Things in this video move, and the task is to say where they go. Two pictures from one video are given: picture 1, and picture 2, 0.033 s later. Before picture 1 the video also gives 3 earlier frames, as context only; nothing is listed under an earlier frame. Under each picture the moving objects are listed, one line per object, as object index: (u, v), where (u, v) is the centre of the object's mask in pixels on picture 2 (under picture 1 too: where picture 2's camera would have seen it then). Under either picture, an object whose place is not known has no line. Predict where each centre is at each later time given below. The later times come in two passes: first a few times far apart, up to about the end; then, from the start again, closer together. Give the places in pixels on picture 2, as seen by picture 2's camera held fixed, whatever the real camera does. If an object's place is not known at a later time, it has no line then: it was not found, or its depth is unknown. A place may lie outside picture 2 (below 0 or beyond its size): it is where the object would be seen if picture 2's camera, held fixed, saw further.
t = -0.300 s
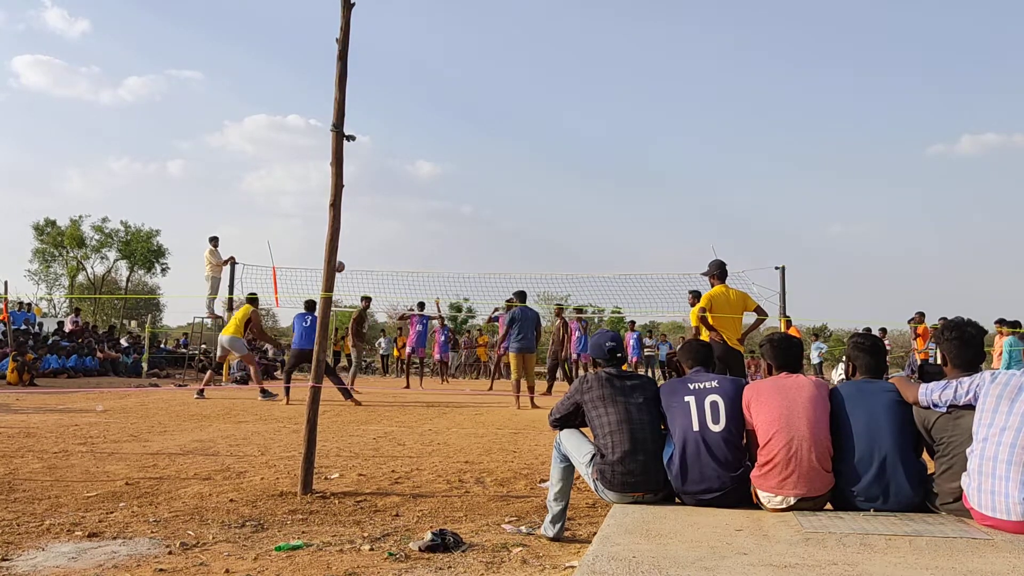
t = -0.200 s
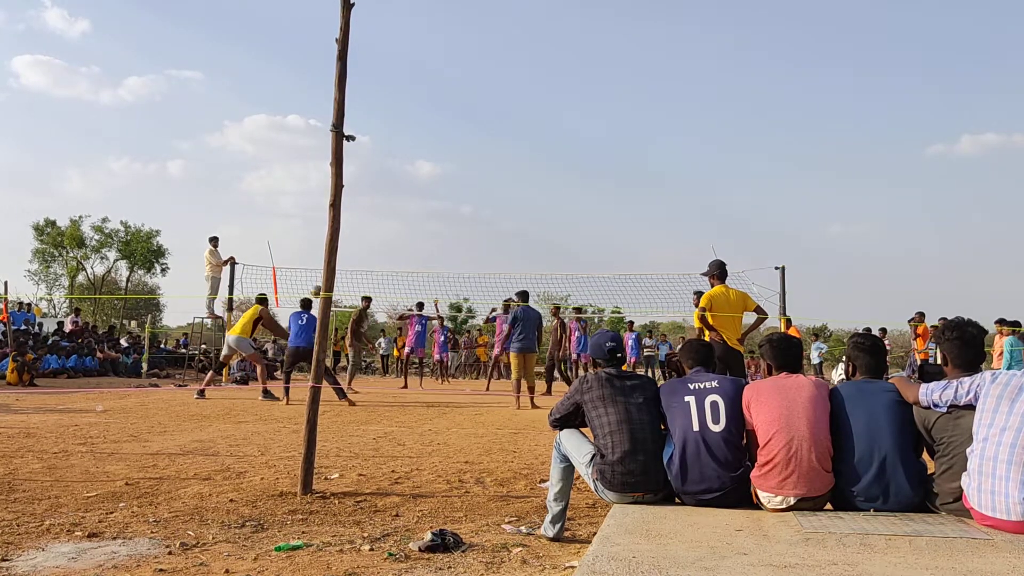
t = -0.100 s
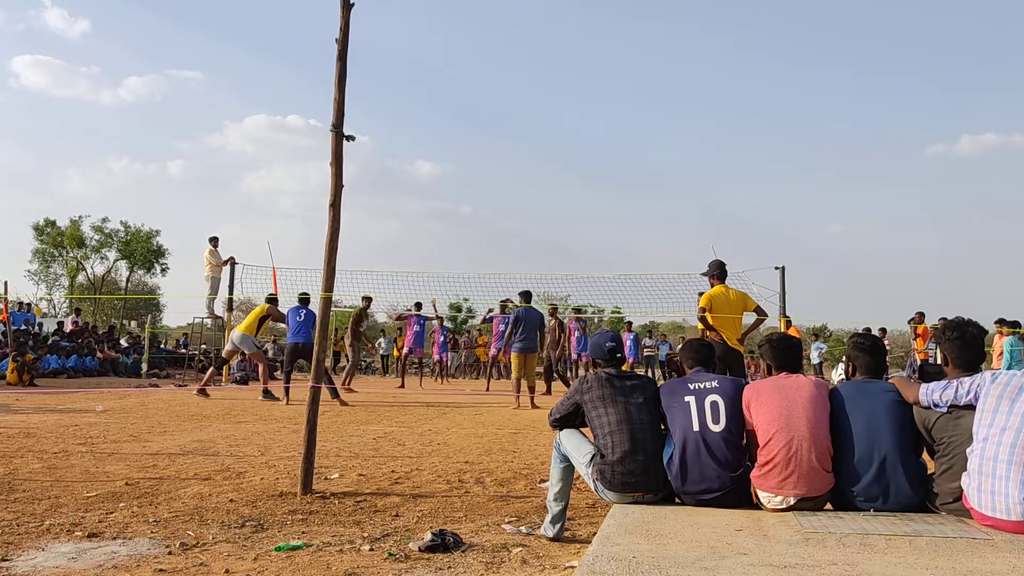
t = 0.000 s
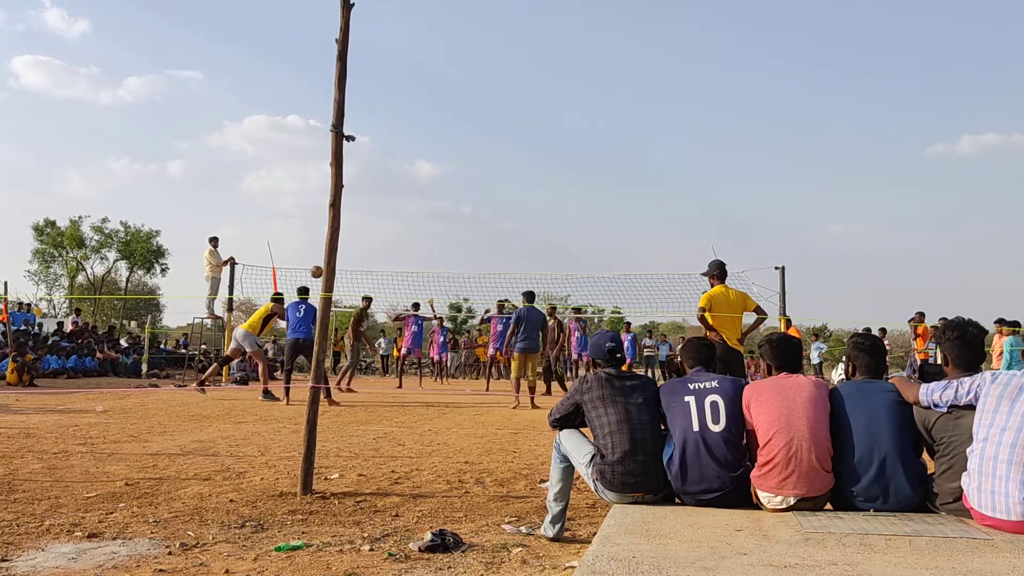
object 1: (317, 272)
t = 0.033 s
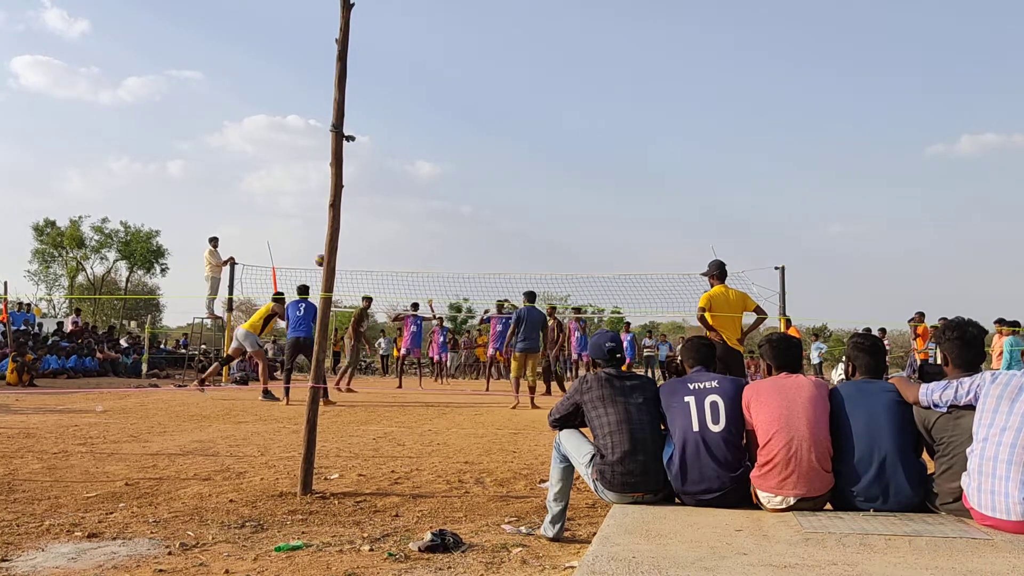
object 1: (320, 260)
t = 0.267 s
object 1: (355, 203)
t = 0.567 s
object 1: (390, 179)
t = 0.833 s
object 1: (416, 196)
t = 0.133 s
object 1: (340, 232)
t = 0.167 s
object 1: (344, 223)
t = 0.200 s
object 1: (347, 216)
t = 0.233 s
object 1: (352, 209)
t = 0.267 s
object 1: (355, 203)
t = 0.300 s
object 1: (360, 198)
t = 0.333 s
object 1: (364, 193)
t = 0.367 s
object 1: (368, 189)
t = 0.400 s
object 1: (372, 186)
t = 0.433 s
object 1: (376, 183)
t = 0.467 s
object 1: (380, 181)
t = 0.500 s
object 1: (383, 180)
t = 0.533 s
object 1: (387, 179)
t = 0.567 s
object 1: (390, 179)
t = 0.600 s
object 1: (394, 179)
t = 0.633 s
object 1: (397, 181)
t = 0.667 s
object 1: (401, 182)
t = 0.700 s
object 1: (403, 183)
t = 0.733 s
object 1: (406, 185)
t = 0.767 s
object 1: (410, 188)
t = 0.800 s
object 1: (413, 192)
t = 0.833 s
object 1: (416, 196)
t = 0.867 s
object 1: (419, 201)
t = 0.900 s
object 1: (421, 205)
